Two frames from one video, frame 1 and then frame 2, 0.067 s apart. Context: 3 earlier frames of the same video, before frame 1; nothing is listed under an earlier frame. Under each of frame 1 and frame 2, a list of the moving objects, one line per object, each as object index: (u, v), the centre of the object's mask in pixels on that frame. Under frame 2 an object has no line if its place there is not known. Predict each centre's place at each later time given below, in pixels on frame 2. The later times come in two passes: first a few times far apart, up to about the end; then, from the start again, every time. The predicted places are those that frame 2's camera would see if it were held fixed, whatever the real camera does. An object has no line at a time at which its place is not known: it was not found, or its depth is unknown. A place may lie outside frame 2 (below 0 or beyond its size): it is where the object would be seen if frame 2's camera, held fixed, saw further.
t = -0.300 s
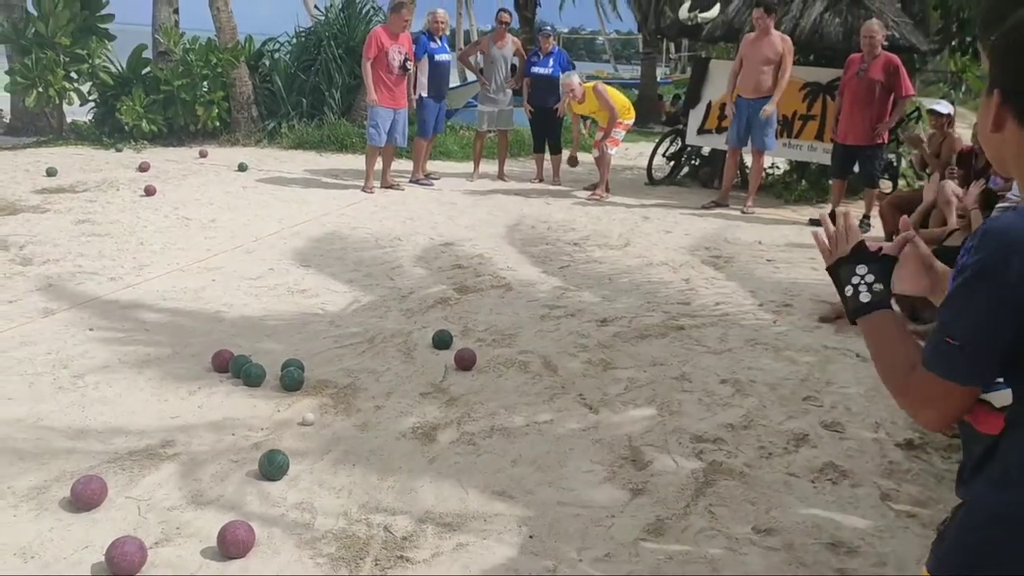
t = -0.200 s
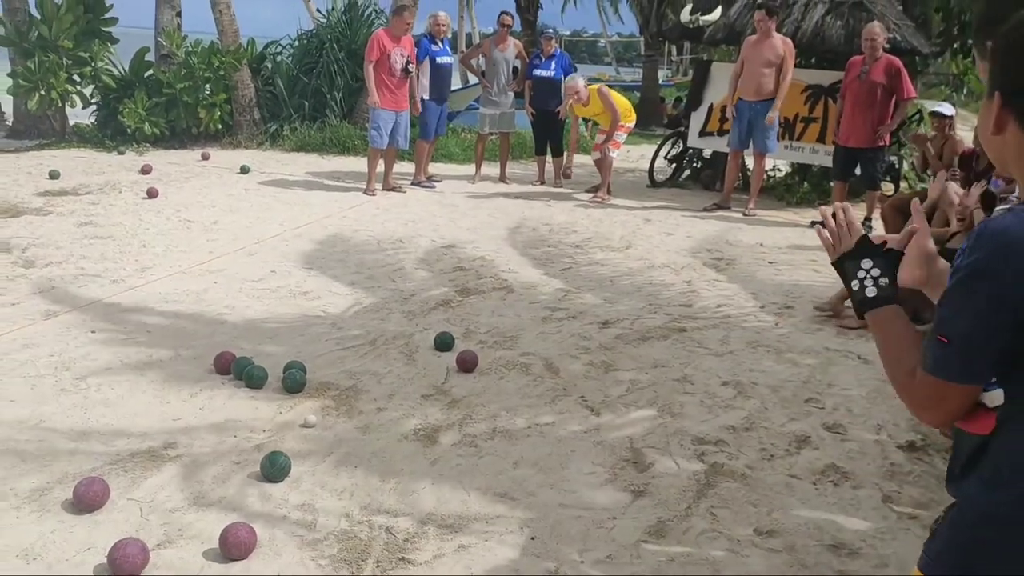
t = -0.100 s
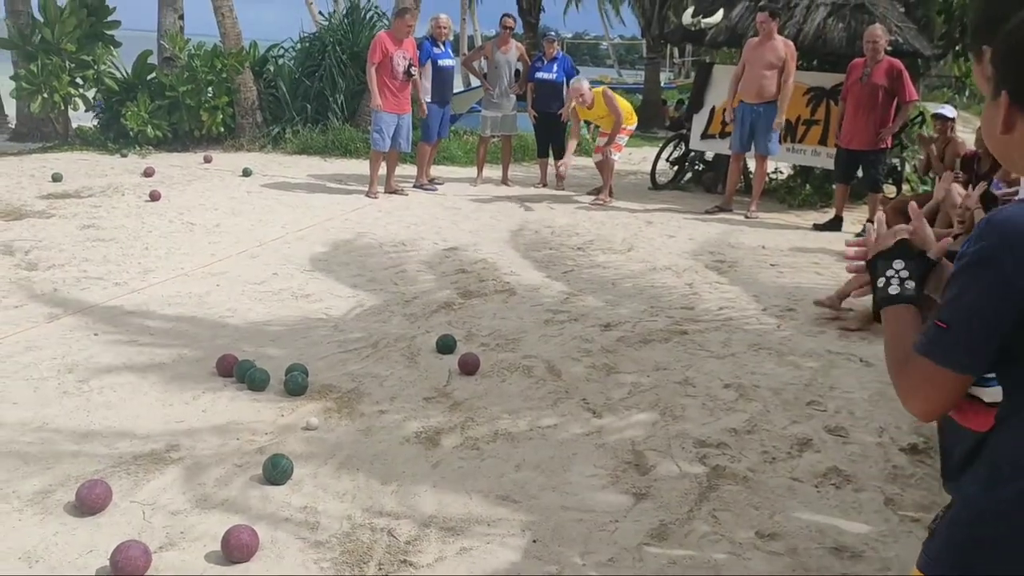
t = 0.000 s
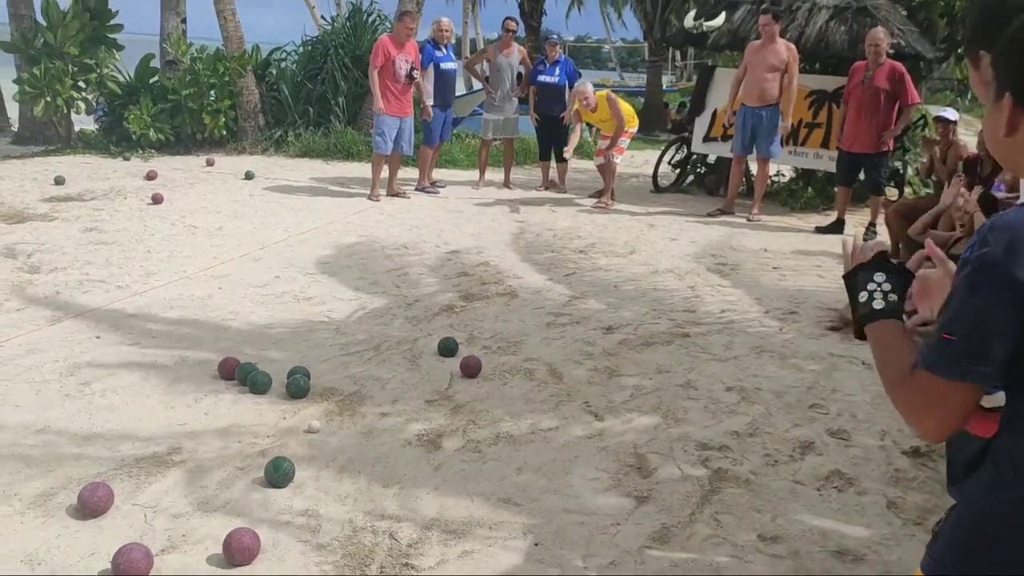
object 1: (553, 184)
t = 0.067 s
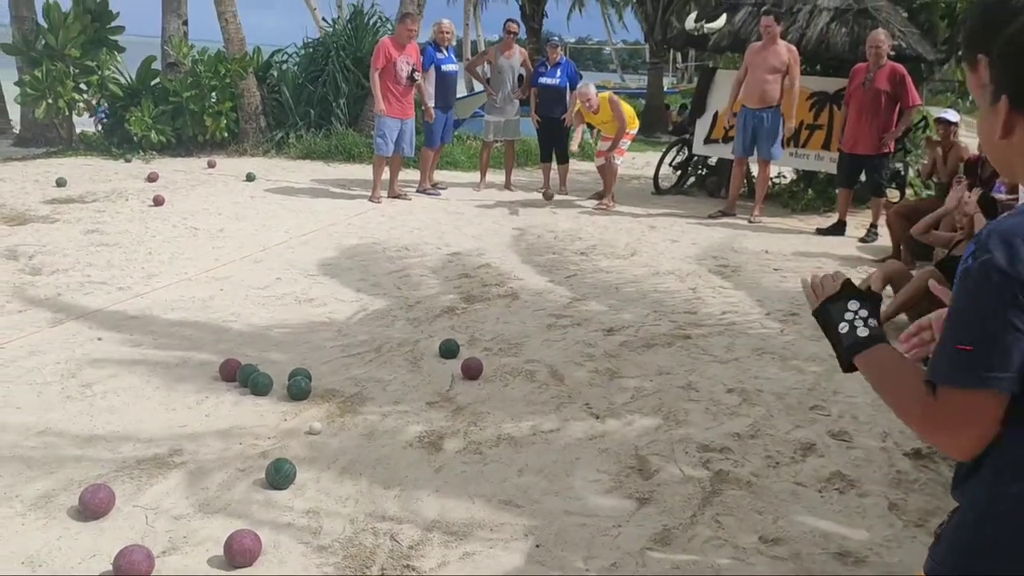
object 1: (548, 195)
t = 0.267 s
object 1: (525, 240)
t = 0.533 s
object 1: (507, 266)
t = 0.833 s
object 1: (484, 287)
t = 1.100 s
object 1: (458, 303)
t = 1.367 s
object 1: (420, 315)
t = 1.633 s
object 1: (382, 323)
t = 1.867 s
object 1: (356, 328)
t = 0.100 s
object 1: (544, 202)
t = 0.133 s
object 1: (540, 211)
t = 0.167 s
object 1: (536, 221)
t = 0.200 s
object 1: (531, 234)
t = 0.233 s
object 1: (527, 243)
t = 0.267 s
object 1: (525, 240)
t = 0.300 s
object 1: (524, 247)
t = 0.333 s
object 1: (521, 247)
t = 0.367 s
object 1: (519, 251)
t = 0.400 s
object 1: (516, 256)
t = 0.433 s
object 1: (514, 258)
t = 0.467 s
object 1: (512, 261)
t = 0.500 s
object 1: (509, 263)
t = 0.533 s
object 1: (507, 266)
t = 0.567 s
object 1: (505, 265)
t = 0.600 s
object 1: (503, 267)
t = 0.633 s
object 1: (500, 270)
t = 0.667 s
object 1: (498, 275)
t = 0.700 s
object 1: (495, 278)
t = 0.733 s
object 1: (492, 279)
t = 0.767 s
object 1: (490, 281)
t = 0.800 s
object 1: (487, 285)
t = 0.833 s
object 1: (484, 287)
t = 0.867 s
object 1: (482, 290)
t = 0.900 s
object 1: (479, 293)
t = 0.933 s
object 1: (476, 295)
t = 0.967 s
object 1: (473, 296)
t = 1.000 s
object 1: (469, 298)
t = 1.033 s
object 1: (466, 301)
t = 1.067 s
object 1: (462, 302)
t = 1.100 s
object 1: (458, 303)
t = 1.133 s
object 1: (454, 305)
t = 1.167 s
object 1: (449, 307)
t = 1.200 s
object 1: (444, 309)
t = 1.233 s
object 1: (439, 310)
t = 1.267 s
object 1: (434, 311)
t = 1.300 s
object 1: (430, 313)
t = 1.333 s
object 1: (425, 315)
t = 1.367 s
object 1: (420, 315)
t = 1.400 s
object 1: (415, 316)
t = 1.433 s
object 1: (410, 317)
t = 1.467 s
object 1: (405, 318)
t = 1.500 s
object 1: (400, 319)
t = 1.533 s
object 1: (395, 321)
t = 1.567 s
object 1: (390, 322)
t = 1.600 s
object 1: (386, 322)
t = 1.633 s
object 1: (382, 323)
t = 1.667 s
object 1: (378, 323)
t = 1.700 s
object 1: (374, 323)
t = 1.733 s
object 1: (370, 324)
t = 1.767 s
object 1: (366, 326)
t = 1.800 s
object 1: (362, 327)
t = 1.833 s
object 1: (359, 327)
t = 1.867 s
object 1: (356, 328)
